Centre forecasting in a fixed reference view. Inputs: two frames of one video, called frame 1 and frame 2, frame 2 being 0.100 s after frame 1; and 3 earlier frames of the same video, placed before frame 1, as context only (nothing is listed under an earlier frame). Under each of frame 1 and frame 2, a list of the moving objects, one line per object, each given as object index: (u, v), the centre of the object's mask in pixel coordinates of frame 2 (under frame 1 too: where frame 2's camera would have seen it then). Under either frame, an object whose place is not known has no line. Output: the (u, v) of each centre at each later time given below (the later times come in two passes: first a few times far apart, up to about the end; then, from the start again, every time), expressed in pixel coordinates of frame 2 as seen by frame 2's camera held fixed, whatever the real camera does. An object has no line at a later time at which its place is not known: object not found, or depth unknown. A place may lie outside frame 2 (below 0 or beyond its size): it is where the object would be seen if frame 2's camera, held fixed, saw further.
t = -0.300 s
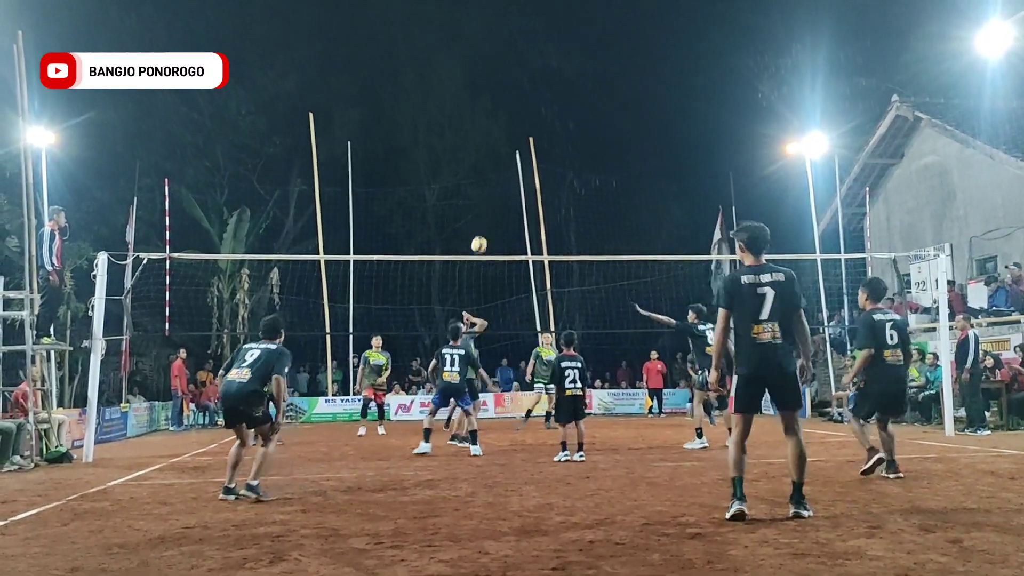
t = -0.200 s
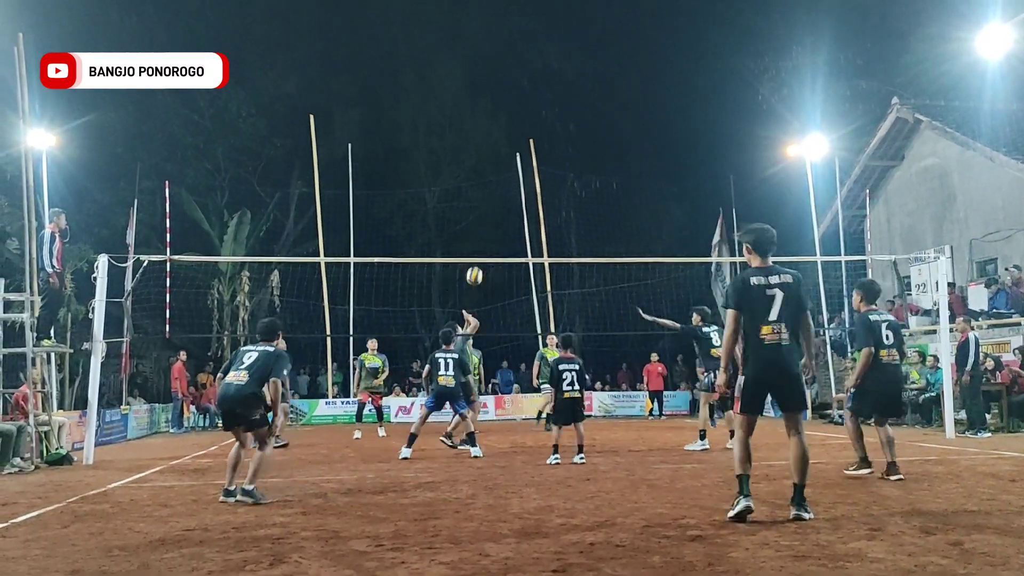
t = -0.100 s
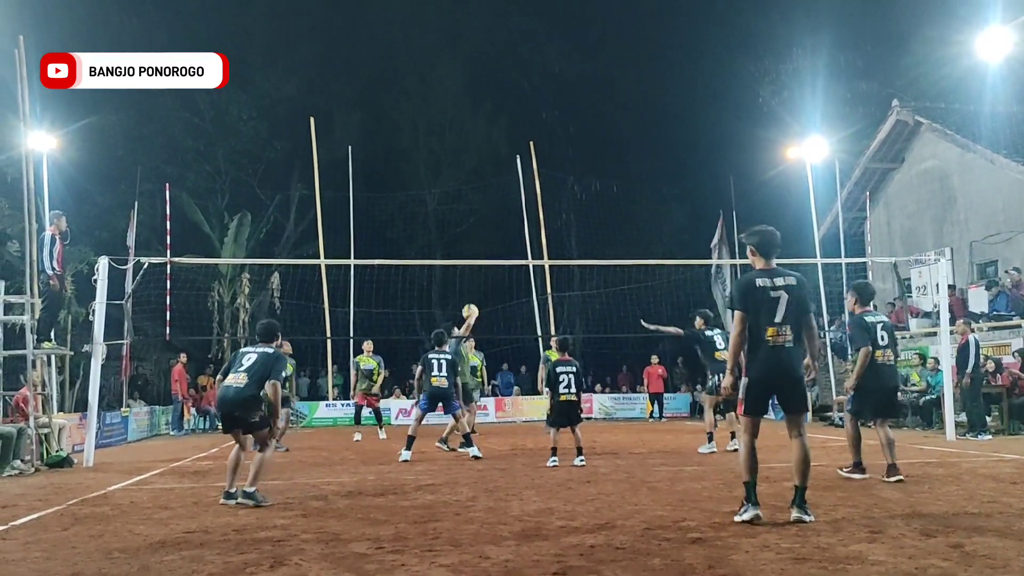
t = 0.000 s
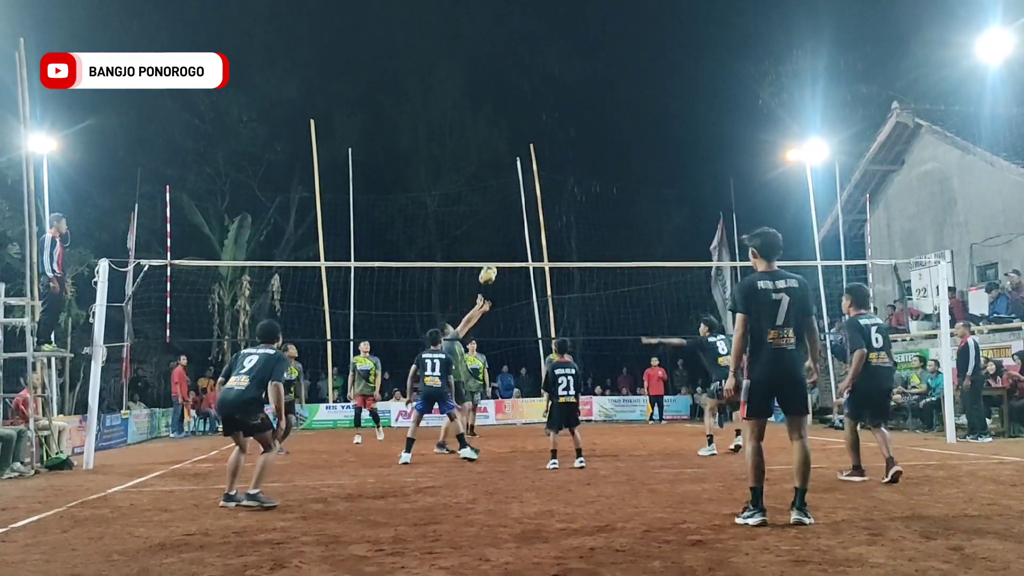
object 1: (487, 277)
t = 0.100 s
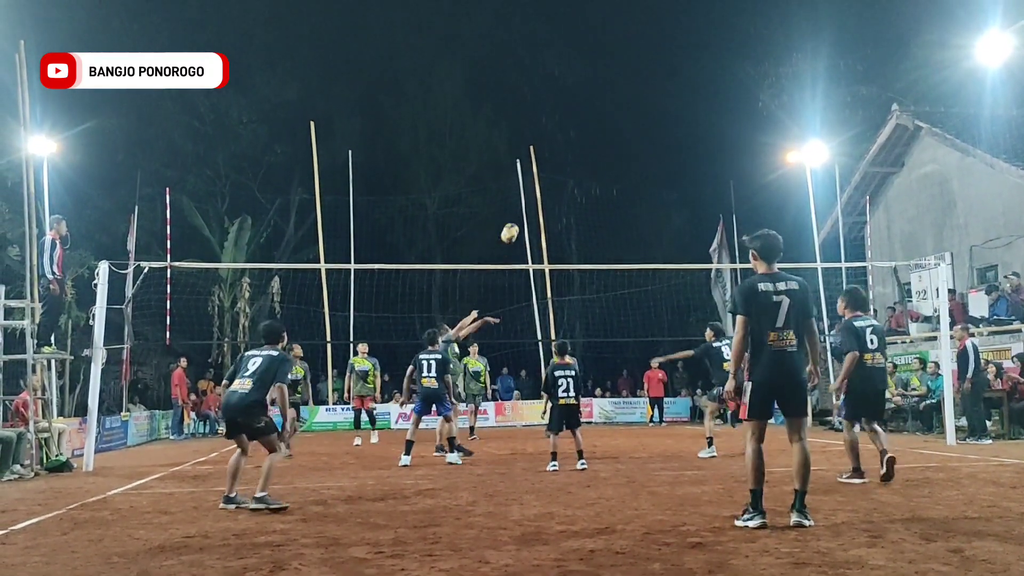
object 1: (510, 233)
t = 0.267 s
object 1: (546, 176)
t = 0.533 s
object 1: (599, 130)
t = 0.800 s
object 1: (652, 130)
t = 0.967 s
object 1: (686, 155)
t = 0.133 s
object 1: (517, 220)
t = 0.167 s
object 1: (524, 207)
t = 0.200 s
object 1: (531, 197)
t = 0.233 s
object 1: (538, 187)
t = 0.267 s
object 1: (546, 176)
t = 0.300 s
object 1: (552, 169)
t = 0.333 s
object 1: (558, 161)
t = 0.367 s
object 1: (566, 154)
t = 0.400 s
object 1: (572, 147)
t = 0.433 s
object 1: (578, 142)
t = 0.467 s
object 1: (585, 137)
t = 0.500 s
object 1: (592, 133)
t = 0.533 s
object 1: (599, 130)
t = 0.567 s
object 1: (606, 127)
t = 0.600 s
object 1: (612, 125)
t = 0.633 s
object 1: (618, 124)
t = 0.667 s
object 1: (626, 124)
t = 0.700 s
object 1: (633, 124)
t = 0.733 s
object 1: (639, 125)
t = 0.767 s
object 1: (646, 127)
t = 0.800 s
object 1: (652, 130)
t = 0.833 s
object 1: (659, 133)
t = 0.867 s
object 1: (666, 138)
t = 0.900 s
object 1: (672, 142)
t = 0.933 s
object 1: (679, 148)
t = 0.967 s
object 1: (686, 155)
